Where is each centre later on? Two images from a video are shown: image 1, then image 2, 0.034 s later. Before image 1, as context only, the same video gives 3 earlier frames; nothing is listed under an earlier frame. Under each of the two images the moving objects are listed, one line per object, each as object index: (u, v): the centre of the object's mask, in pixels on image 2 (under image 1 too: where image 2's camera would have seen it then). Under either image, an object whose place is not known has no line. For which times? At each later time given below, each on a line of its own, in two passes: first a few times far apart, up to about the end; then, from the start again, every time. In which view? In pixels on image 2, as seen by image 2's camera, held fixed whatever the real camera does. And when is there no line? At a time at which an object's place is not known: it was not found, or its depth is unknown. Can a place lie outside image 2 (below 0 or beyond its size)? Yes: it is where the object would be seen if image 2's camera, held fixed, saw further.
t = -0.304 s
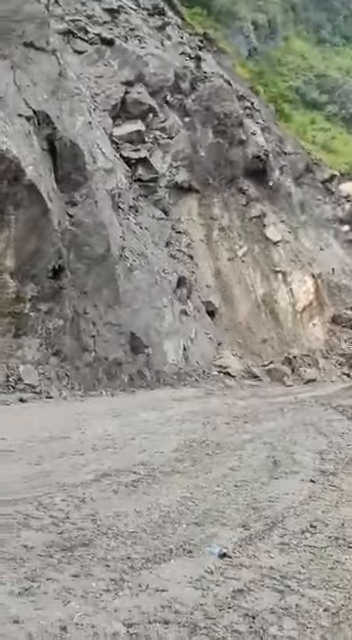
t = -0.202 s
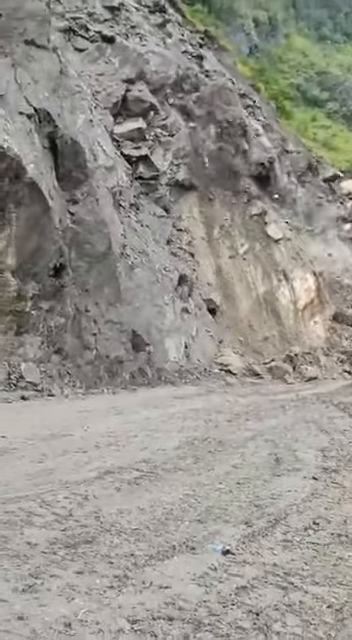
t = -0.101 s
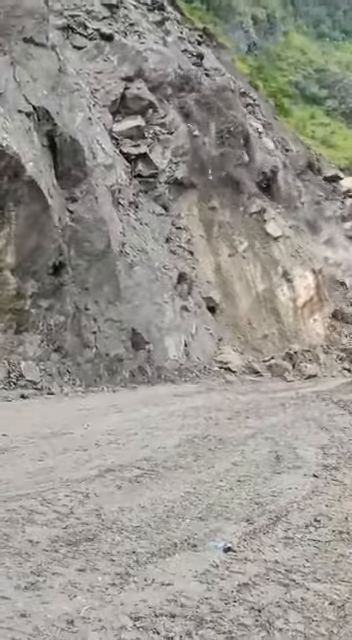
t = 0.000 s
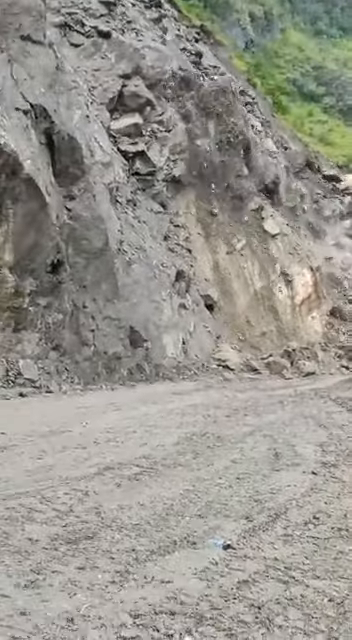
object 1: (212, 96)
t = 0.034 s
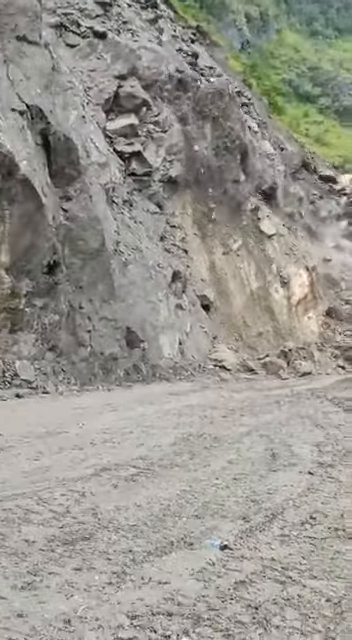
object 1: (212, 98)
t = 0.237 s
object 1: (226, 103)
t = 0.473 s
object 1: (235, 123)
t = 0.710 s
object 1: (247, 155)
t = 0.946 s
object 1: (259, 194)
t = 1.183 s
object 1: (272, 239)
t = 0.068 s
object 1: (211, 97)
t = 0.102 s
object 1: (214, 98)
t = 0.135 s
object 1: (215, 99)
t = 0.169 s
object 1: (217, 100)
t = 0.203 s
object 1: (220, 103)
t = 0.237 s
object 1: (226, 103)
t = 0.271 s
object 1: (224, 109)
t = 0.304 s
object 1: (227, 106)
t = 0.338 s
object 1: (227, 113)
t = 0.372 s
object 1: (232, 113)
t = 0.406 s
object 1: (232, 116)
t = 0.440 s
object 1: (234, 119)
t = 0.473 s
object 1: (235, 123)
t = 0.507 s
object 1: (238, 127)
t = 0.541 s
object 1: (239, 131)
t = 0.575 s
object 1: (240, 138)
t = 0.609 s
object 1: (242, 140)
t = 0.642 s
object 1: (244, 144)
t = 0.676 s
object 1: (245, 150)
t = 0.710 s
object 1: (247, 155)
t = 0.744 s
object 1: (248, 158)
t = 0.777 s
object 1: (250, 161)
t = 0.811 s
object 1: (250, 168)
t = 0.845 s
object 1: (252, 176)
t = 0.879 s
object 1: (254, 183)
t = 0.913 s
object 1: (257, 185)
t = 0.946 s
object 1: (259, 194)
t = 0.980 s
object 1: (261, 199)
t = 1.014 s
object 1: (263, 206)
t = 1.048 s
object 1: (265, 212)
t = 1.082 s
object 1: (267, 220)
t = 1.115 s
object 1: (268, 226)
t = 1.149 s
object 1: (270, 232)
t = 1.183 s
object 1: (272, 239)
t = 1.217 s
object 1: (273, 246)
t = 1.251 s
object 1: (277, 251)
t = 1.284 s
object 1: (279, 258)
